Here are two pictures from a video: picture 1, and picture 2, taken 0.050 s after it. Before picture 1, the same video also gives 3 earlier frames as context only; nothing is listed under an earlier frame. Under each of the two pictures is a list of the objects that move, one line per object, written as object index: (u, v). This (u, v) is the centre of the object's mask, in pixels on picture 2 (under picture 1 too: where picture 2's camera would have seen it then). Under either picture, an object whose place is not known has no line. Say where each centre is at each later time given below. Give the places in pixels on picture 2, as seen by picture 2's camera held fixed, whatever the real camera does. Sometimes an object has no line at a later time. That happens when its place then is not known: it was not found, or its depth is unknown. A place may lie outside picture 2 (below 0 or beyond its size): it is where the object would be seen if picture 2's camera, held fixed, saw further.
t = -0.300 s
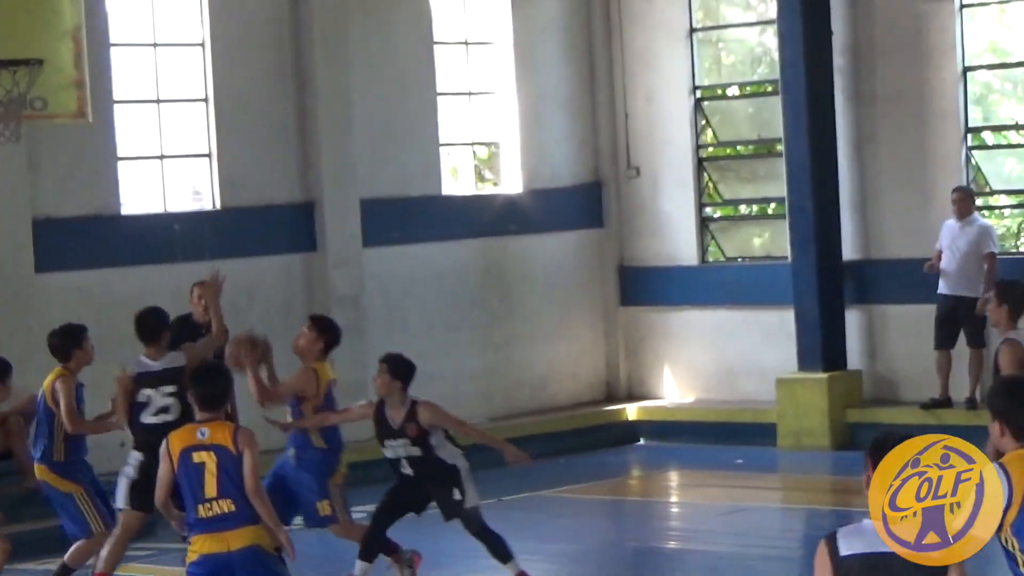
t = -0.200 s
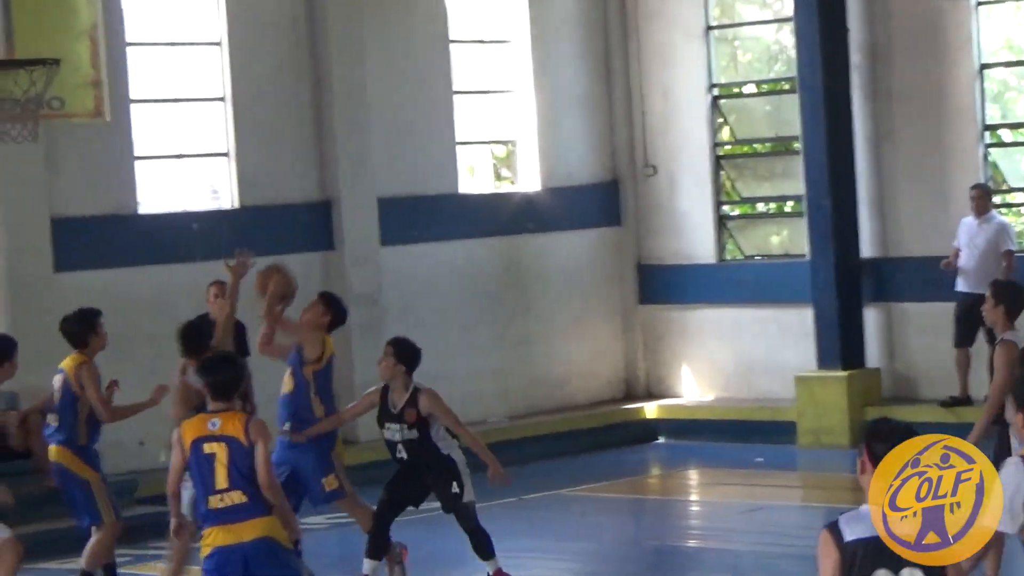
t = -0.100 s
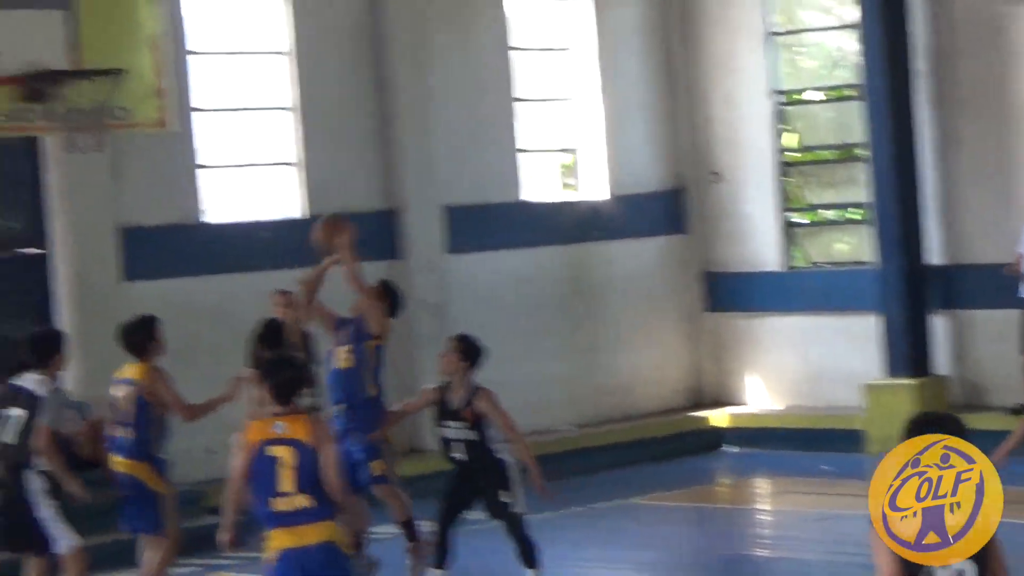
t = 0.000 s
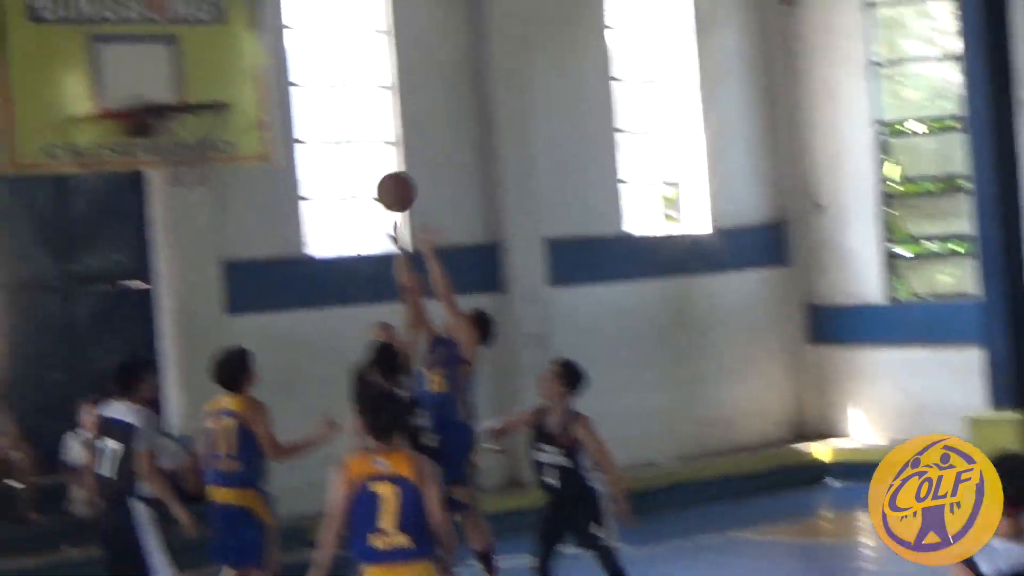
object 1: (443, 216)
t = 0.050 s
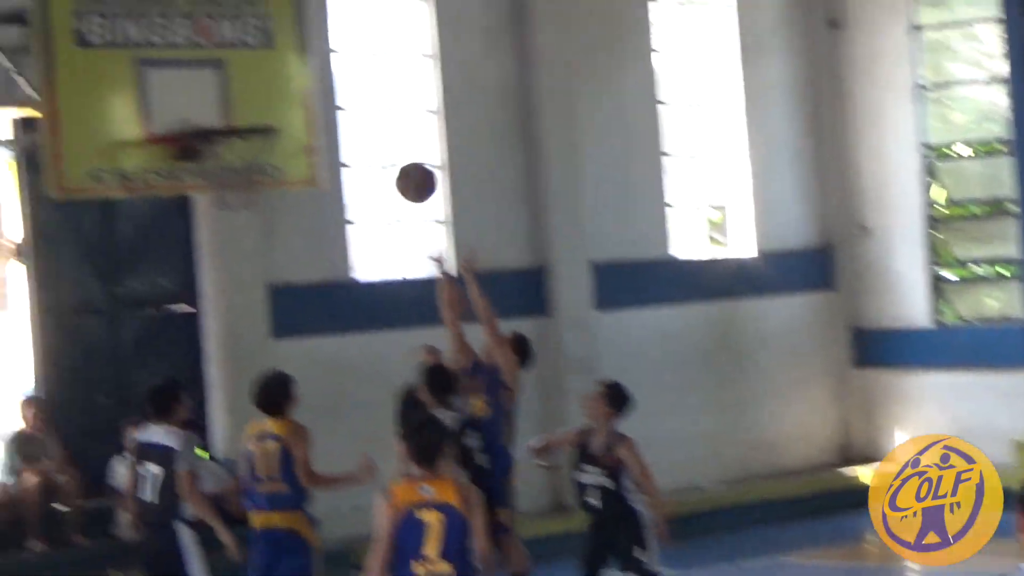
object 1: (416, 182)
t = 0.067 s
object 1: (408, 173)
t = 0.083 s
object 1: (399, 163)
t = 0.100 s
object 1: (391, 154)
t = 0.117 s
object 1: (383, 145)
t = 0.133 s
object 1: (375, 137)
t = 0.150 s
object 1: (366, 128)
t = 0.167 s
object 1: (357, 122)
